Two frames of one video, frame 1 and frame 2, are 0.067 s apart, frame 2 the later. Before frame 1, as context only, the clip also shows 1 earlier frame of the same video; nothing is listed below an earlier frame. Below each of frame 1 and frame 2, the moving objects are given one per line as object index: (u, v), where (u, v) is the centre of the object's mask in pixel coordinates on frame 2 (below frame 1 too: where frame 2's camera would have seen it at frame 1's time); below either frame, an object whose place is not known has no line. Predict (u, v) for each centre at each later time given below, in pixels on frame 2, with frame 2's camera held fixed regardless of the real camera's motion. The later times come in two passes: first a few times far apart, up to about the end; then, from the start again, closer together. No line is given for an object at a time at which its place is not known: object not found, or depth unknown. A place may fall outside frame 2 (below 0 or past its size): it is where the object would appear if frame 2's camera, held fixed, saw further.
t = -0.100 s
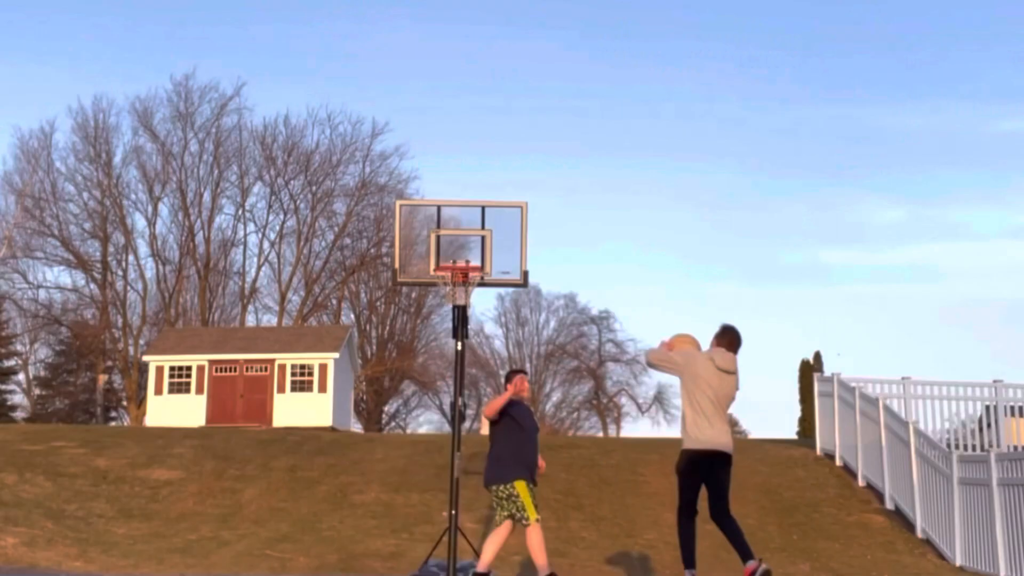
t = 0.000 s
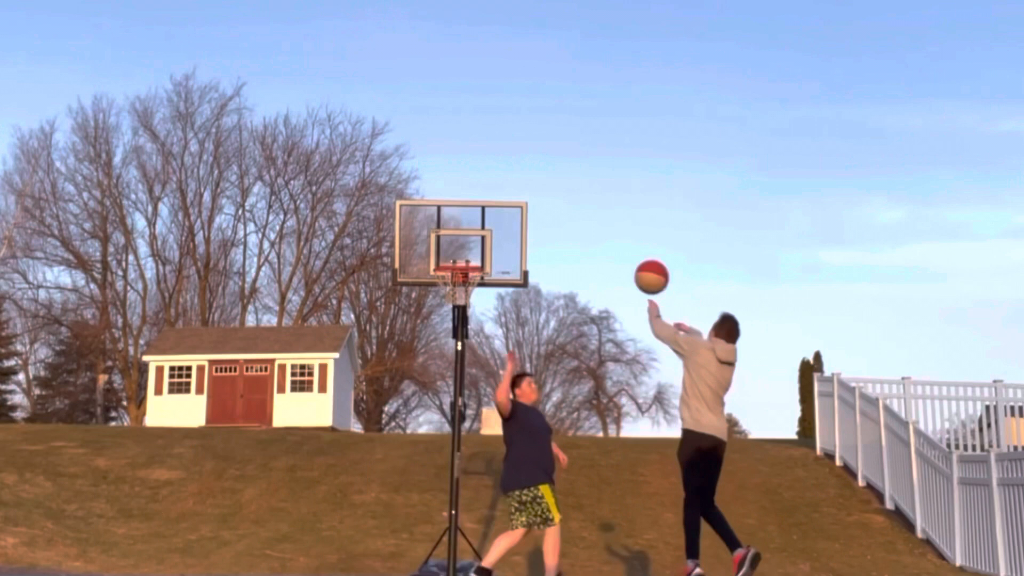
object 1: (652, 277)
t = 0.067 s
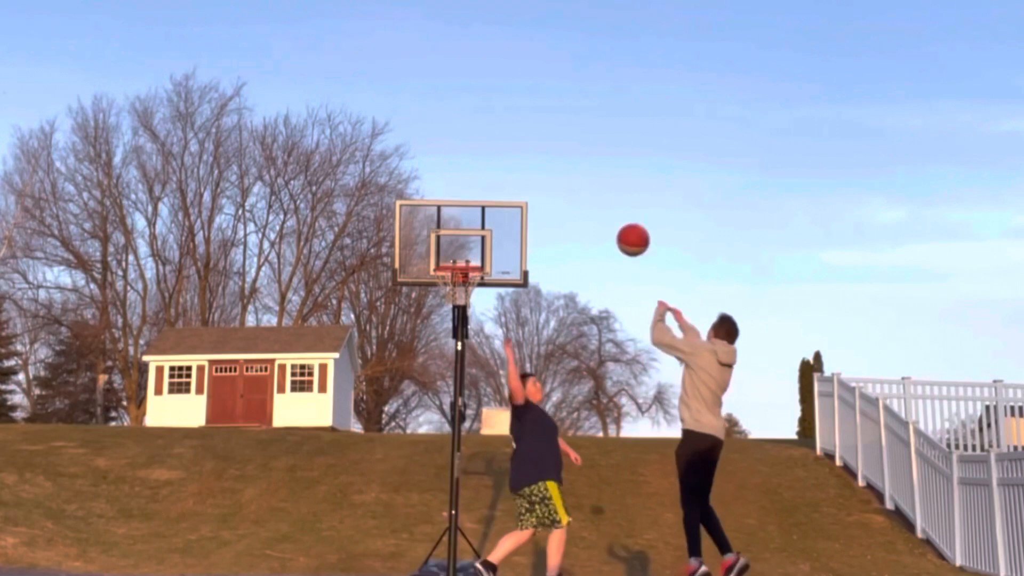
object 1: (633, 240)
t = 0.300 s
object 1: (579, 169)
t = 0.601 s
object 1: (523, 176)
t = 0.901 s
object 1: (481, 255)
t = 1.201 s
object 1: (438, 259)
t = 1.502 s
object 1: (386, 350)
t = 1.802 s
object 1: (319, 564)
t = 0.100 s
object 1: (624, 224)
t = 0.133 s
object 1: (616, 211)
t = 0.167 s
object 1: (608, 199)
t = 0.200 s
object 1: (601, 189)
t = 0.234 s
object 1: (593, 181)
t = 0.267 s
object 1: (586, 174)
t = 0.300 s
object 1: (579, 169)
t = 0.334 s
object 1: (572, 165)
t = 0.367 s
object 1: (566, 162)
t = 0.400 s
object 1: (559, 161)
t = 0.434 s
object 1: (553, 161)
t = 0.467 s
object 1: (547, 162)
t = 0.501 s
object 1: (541, 163)
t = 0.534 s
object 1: (535, 167)
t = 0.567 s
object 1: (529, 171)
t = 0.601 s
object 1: (523, 176)
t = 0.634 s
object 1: (518, 182)
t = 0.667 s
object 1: (512, 189)
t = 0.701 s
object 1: (507, 197)
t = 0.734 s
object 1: (501, 206)
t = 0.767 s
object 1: (496, 216)
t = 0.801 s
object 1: (491, 226)
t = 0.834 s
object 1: (488, 235)
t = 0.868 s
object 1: (485, 245)
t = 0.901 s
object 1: (481, 255)
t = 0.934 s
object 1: (479, 259)
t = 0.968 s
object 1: (474, 256)
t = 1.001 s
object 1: (469, 253)
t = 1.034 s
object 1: (465, 251)
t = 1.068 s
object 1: (461, 251)
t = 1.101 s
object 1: (455, 251)
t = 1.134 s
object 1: (449, 253)
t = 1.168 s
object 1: (444, 256)
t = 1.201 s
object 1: (438, 259)
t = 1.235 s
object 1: (434, 264)
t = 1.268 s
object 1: (428, 270)
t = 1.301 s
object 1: (423, 278)
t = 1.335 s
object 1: (418, 285)
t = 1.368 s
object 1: (410, 295)
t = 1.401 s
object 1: (405, 307)
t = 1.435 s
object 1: (399, 319)
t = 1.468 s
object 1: (393, 335)
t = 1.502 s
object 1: (386, 350)
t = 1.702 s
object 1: (343, 475)
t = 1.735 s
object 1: (335, 503)
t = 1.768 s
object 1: (327, 533)
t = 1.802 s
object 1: (319, 564)
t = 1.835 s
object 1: (315, 559)
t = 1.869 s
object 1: (313, 539)
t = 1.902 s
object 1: (311, 520)
